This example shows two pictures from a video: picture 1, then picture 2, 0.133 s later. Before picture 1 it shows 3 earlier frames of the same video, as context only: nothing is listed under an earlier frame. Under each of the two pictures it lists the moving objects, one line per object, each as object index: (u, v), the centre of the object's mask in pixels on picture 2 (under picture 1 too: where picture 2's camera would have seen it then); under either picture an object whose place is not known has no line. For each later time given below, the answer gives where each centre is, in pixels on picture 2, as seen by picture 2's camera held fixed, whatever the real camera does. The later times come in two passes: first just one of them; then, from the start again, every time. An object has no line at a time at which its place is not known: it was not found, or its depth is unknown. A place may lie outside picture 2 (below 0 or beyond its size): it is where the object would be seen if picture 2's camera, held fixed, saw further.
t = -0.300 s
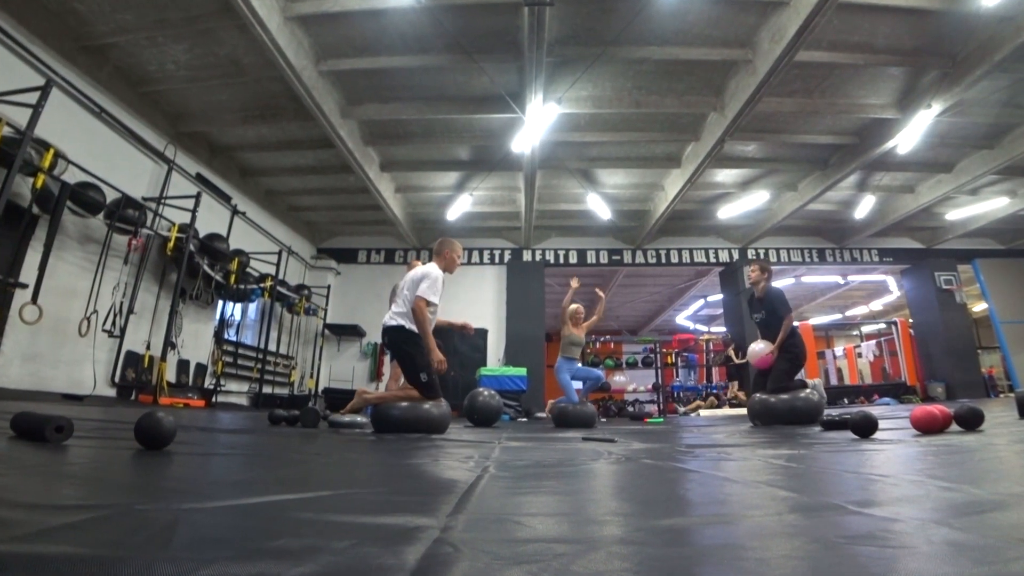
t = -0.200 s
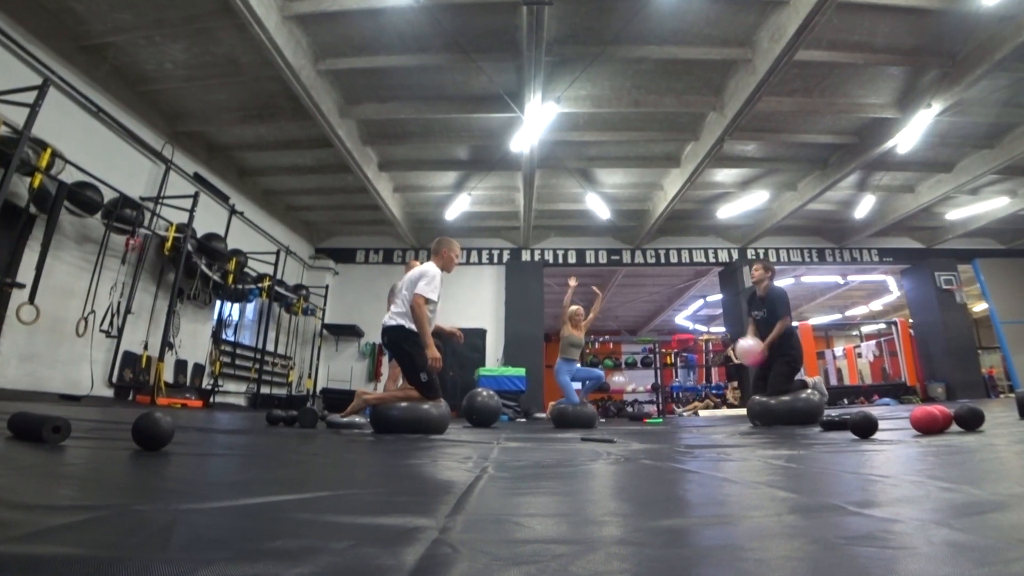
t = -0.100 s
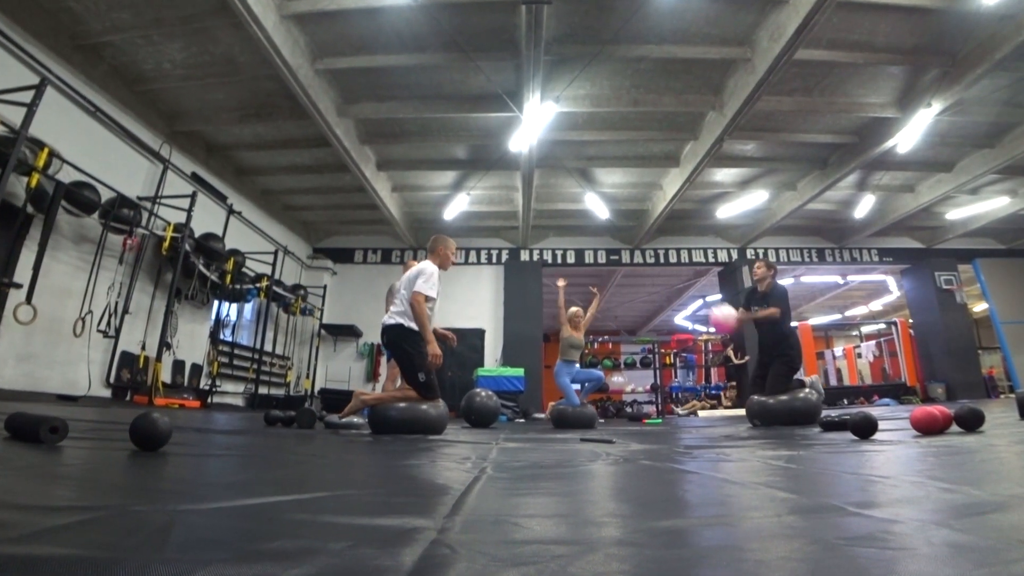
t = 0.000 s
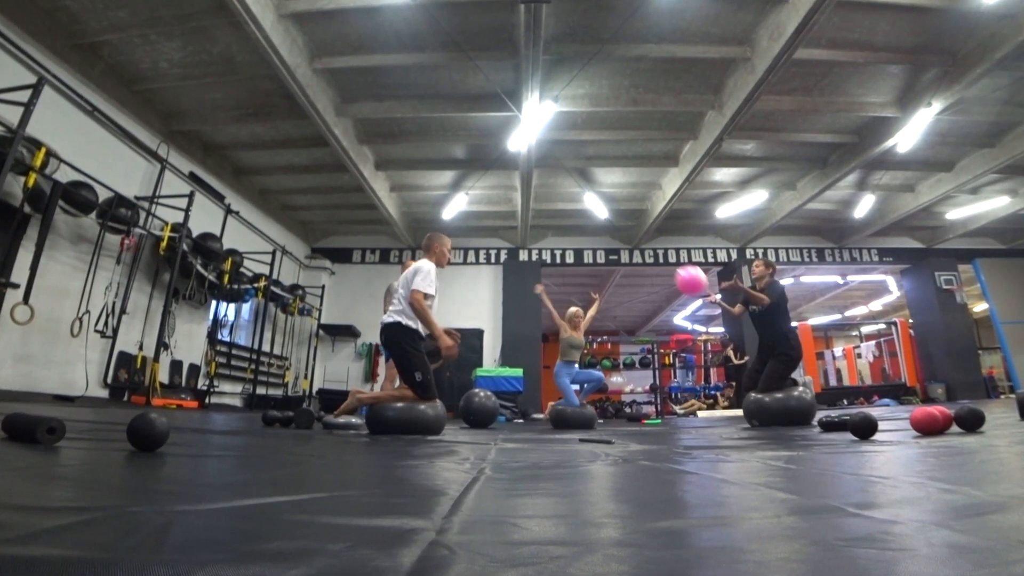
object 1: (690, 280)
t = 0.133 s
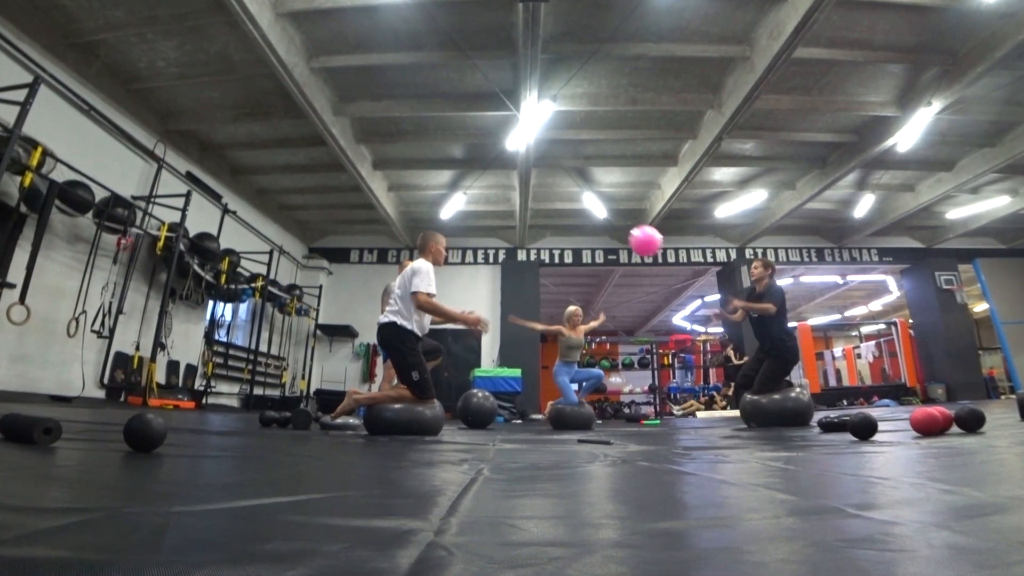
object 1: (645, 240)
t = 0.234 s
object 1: (612, 224)
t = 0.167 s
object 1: (634, 234)
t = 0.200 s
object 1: (622, 228)
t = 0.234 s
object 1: (612, 224)
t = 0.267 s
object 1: (599, 221)
